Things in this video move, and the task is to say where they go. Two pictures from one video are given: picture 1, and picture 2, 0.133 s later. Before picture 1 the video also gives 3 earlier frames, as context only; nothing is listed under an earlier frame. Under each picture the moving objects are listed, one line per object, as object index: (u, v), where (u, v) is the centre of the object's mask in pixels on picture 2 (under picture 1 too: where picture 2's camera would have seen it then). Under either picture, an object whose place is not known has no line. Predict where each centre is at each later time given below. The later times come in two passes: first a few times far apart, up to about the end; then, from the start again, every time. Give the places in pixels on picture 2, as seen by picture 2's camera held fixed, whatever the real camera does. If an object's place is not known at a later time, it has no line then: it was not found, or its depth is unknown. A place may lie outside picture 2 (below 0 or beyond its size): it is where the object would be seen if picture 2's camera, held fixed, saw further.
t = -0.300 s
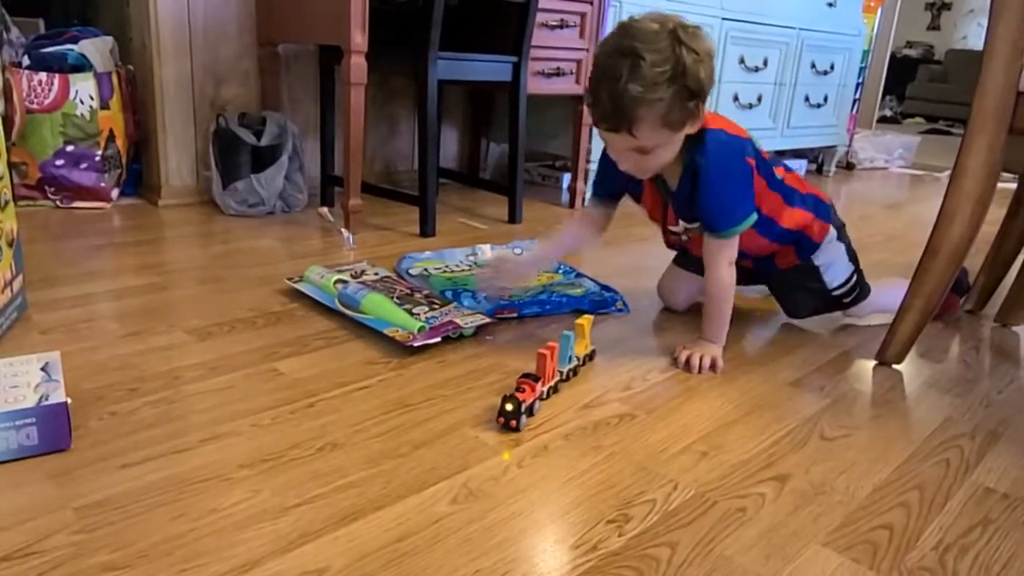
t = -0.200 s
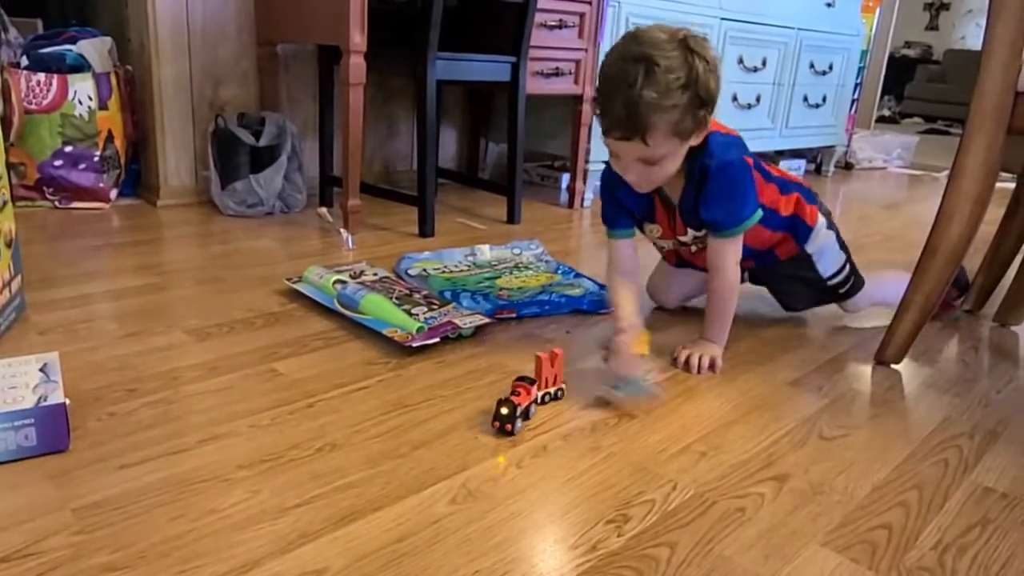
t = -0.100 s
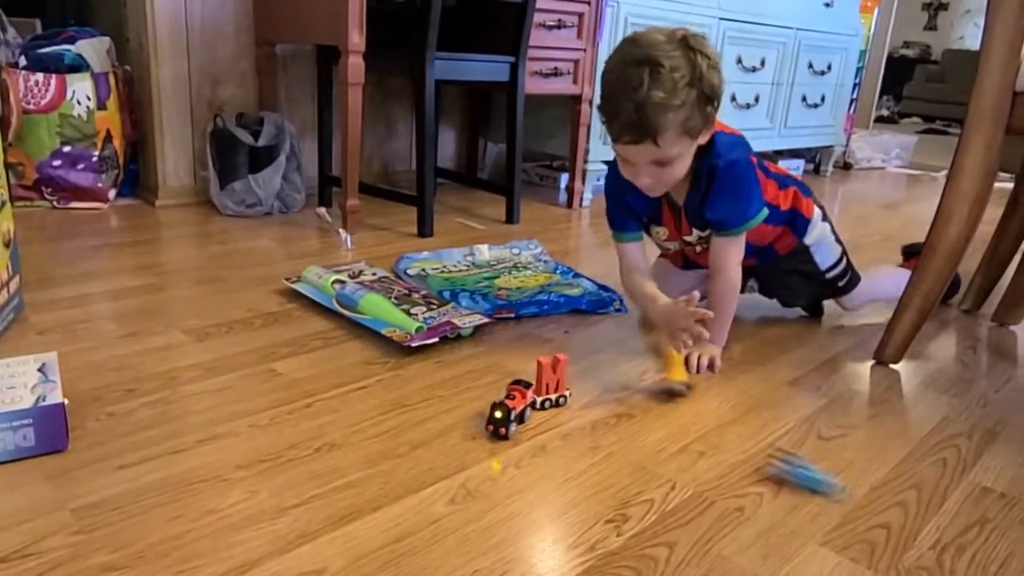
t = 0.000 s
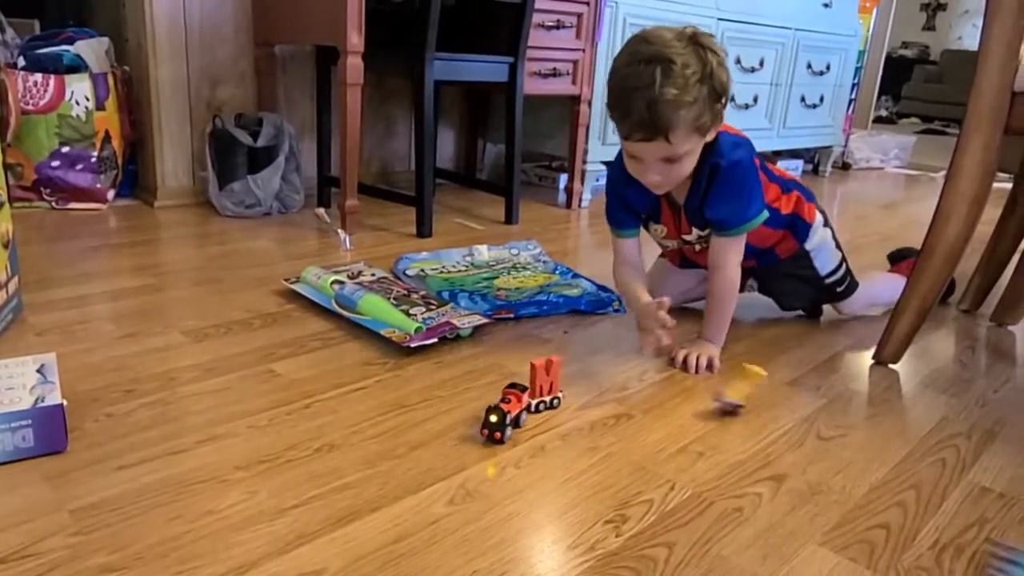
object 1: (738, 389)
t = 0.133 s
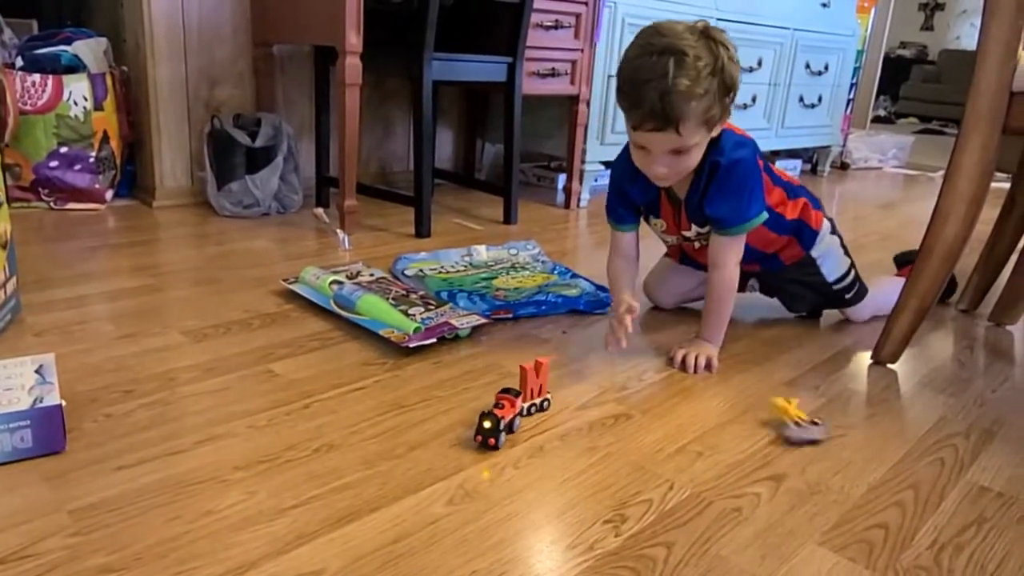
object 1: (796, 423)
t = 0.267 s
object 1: (841, 447)
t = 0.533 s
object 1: (870, 460)
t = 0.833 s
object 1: (870, 460)
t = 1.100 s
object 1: (870, 459)
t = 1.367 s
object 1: (870, 459)
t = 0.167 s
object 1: (807, 431)
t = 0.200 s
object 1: (817, 436)
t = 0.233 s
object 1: (830, 442)
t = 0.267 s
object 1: (841, 447)
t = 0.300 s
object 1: (851, 451)
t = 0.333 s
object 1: (858, 454)
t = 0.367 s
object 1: (864, 455)
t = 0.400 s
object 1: (866, 457)
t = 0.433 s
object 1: (867, 459)
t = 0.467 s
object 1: (869, 460)
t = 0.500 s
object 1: (869, 460)
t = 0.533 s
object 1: (870, 460)
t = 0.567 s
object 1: (870, 460)
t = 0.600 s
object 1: (870, 460)
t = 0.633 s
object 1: (870, 460)
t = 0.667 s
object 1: (870, 460)
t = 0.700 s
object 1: (870, 460)
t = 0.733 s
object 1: (870, 460)
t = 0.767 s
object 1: (870, 460)
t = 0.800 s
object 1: (870, 460)
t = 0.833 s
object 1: (870, 460)
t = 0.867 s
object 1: (869, 460)
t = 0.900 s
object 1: (869, 460)
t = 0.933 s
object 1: (870, 460)
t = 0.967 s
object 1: (870, 459)
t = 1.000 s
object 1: (870, 460)
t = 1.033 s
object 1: (870, 459)
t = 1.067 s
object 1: (870, 459)
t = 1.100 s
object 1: (870, 459)
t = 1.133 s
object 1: (870, 459)
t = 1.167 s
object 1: (870, 459)
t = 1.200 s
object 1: (870, 459)
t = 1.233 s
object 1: (870, 459)
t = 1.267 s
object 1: (870, 459)
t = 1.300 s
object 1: (870, 459)
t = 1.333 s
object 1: (870, 459)
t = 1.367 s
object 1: (870, 459)
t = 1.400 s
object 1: (870, 459)
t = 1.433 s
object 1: (870, 459)
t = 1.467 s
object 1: (870, 459)
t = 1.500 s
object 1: (870, 459)
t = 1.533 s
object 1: (870, 459)
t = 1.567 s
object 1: (870, 459)
